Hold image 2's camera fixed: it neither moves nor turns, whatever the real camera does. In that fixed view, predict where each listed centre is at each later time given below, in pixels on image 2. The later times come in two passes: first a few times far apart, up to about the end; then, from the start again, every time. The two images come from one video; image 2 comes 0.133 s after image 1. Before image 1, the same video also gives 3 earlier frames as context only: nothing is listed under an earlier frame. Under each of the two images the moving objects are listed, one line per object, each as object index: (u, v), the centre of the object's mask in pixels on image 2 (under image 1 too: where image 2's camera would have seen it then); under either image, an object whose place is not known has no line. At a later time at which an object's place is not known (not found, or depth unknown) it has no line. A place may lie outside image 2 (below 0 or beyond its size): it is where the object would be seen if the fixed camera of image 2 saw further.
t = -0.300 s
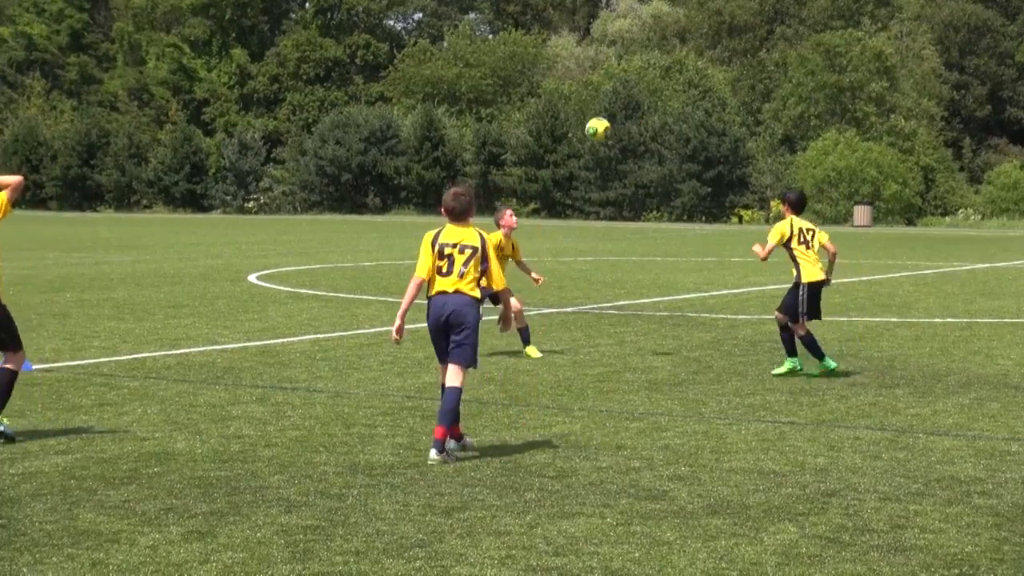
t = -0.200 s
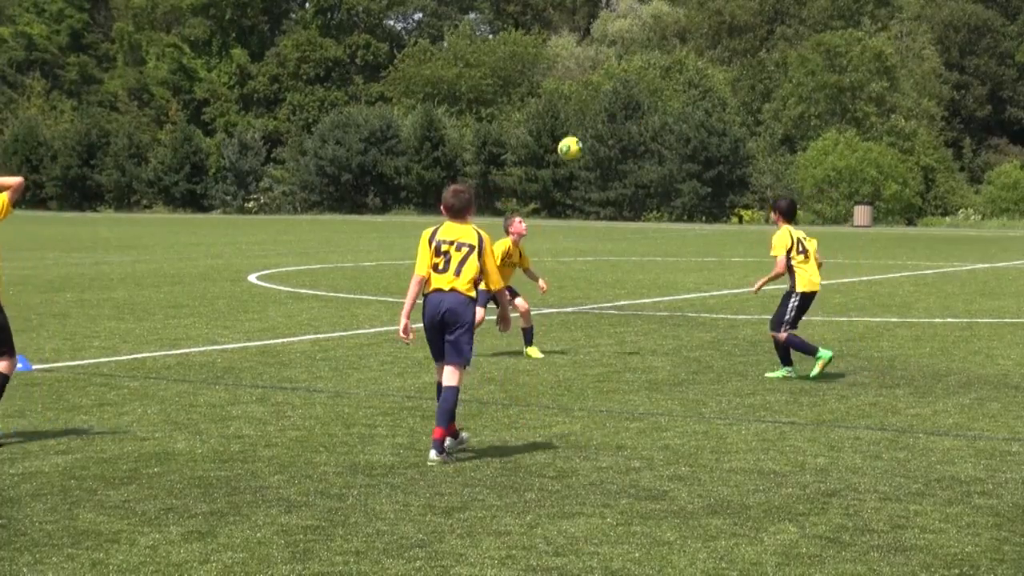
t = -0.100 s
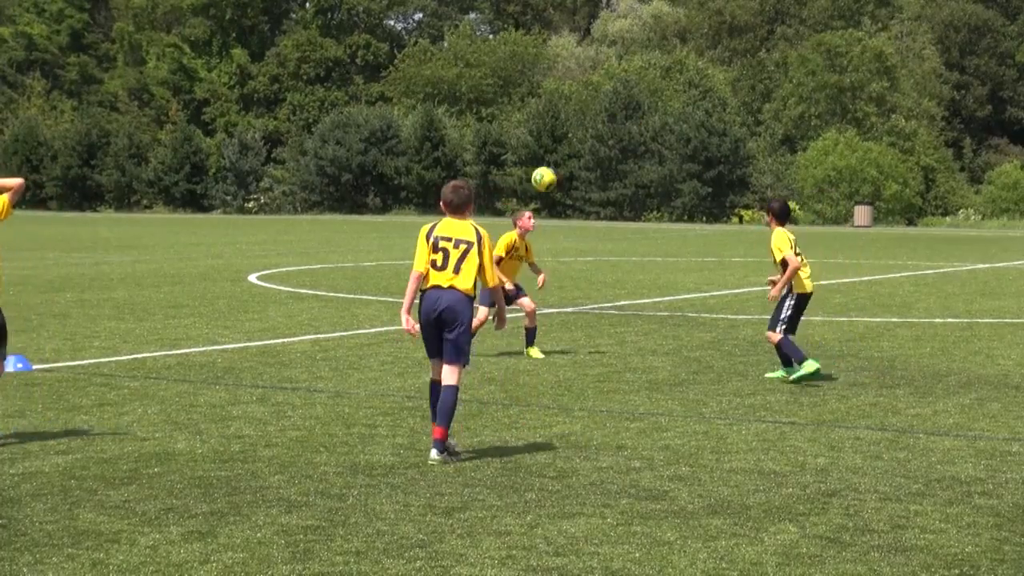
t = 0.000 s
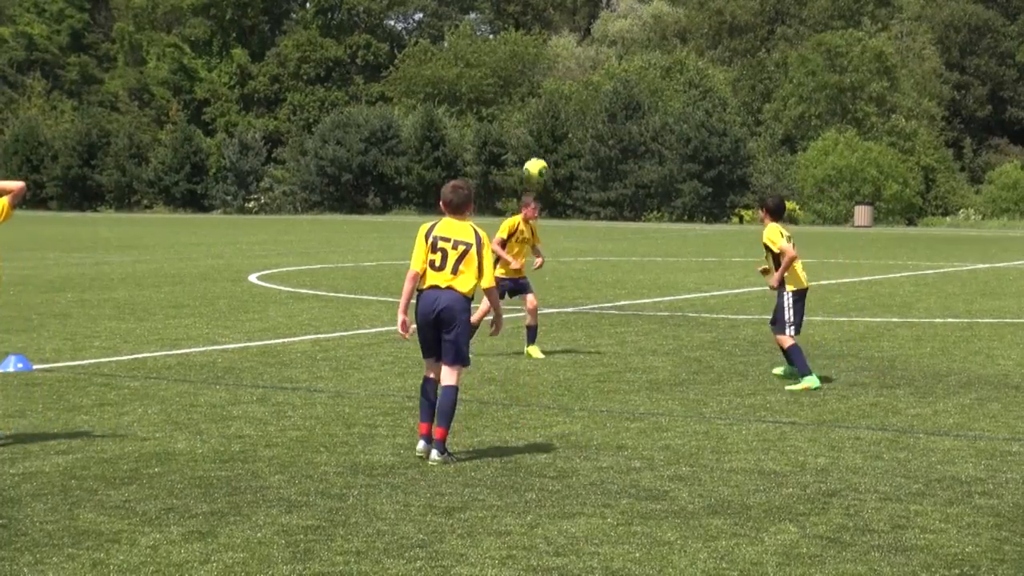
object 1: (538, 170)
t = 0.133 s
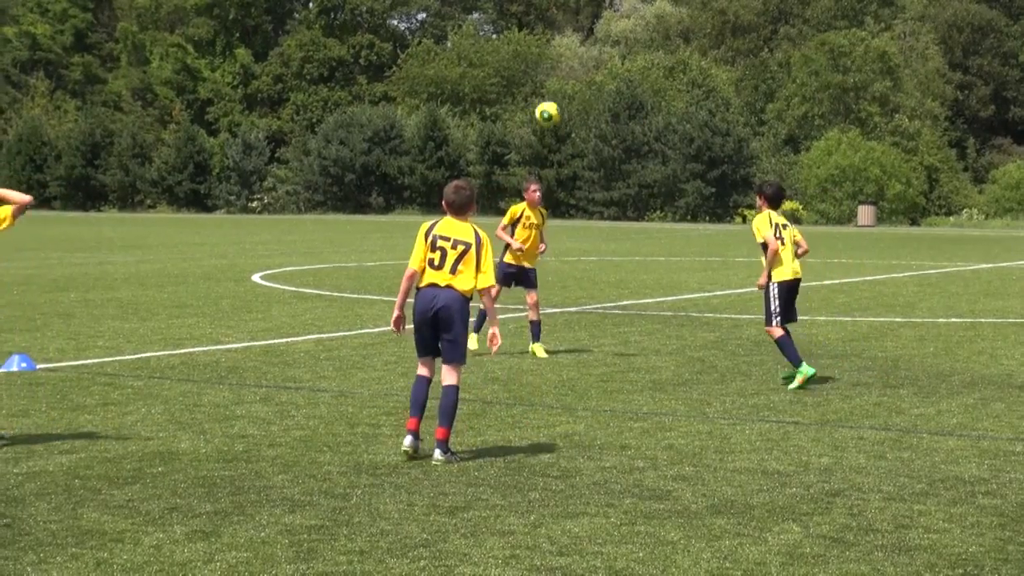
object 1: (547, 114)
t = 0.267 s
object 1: (557, 76)
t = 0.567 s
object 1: (582, 66)
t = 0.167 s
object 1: (550, 102)
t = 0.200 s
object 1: (552, 92)
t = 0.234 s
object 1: (554, 82)
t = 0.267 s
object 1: (557, 76)
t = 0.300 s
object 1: (560, 69)
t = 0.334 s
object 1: (563, 65)
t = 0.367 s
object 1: (565, 61)
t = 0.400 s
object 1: (568, 60)
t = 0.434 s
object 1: (571, 57)
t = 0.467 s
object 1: (573, 57)
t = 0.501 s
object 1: (576, 59)
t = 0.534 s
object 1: (579, 62)
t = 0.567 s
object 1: (582, 66)
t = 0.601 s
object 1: (584, 71)
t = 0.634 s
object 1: (587, 78)
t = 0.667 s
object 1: (590, 88)
